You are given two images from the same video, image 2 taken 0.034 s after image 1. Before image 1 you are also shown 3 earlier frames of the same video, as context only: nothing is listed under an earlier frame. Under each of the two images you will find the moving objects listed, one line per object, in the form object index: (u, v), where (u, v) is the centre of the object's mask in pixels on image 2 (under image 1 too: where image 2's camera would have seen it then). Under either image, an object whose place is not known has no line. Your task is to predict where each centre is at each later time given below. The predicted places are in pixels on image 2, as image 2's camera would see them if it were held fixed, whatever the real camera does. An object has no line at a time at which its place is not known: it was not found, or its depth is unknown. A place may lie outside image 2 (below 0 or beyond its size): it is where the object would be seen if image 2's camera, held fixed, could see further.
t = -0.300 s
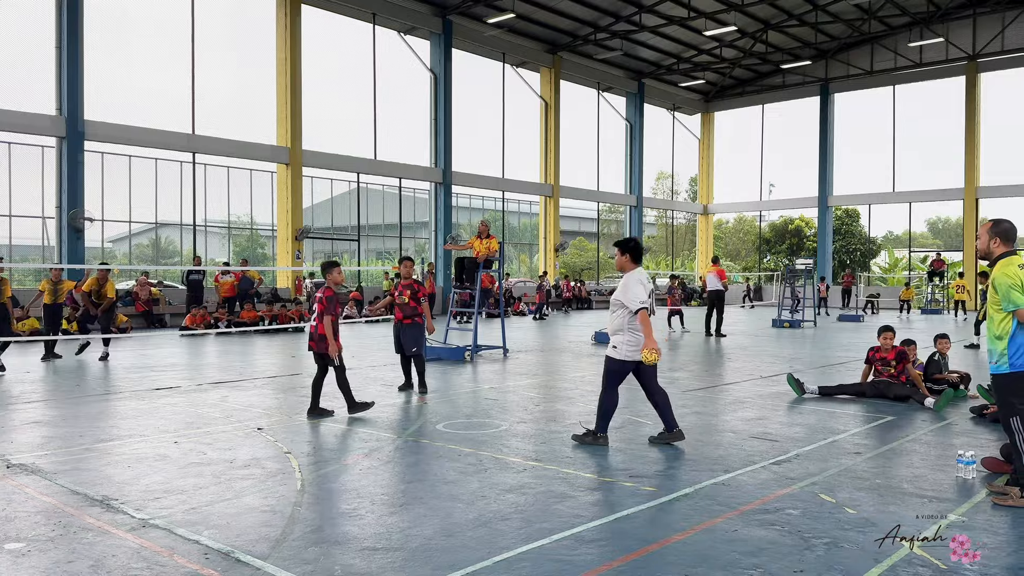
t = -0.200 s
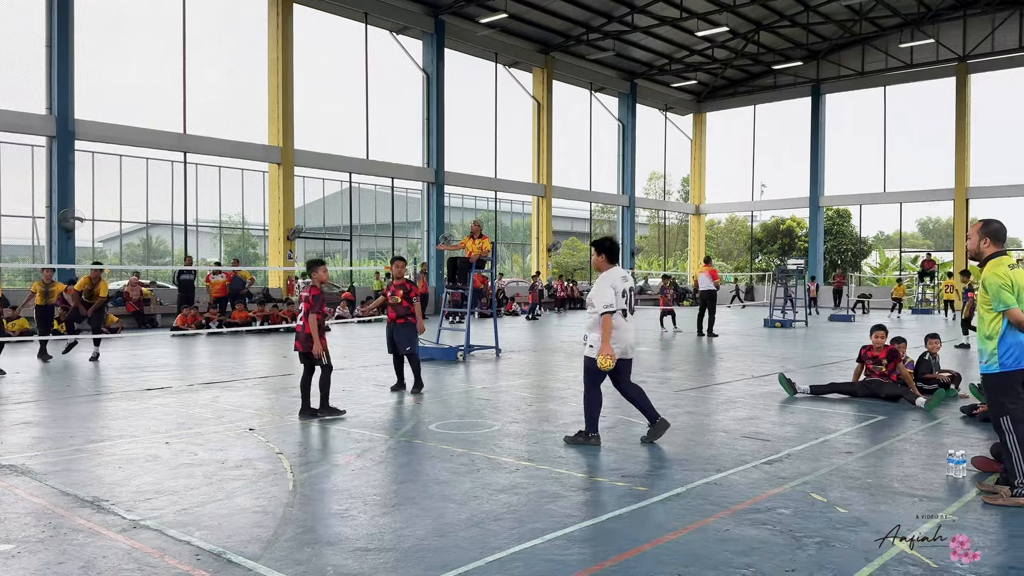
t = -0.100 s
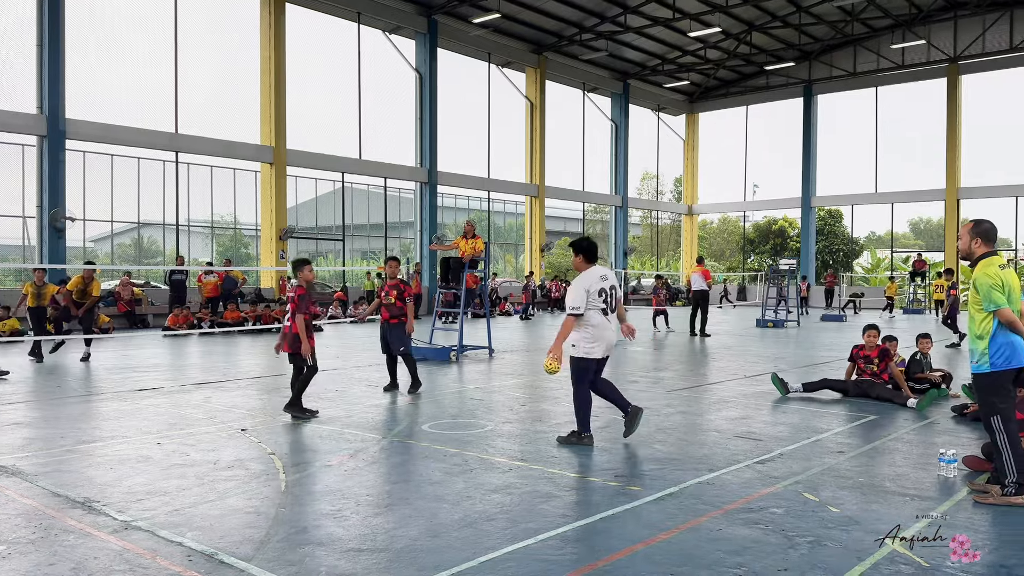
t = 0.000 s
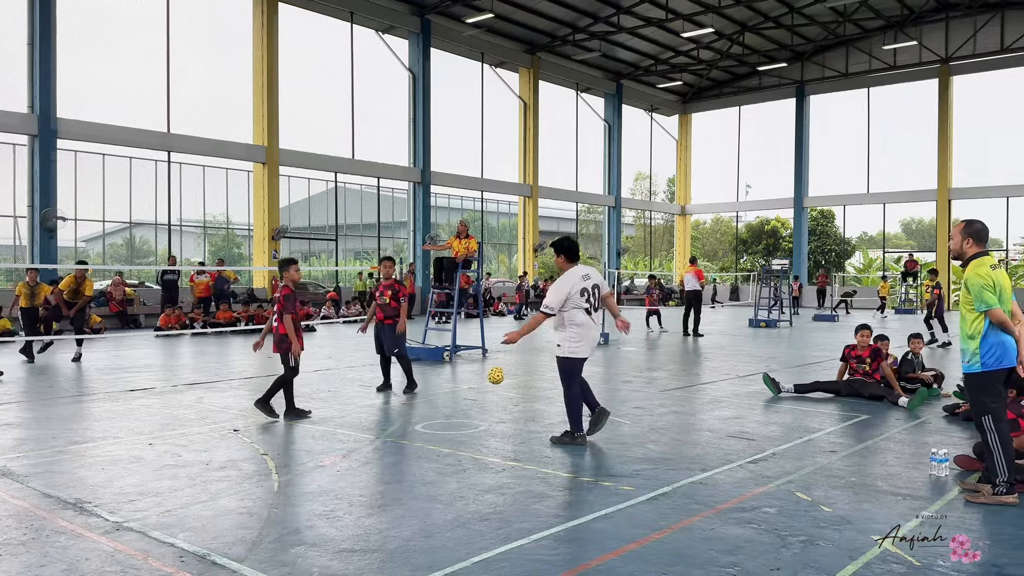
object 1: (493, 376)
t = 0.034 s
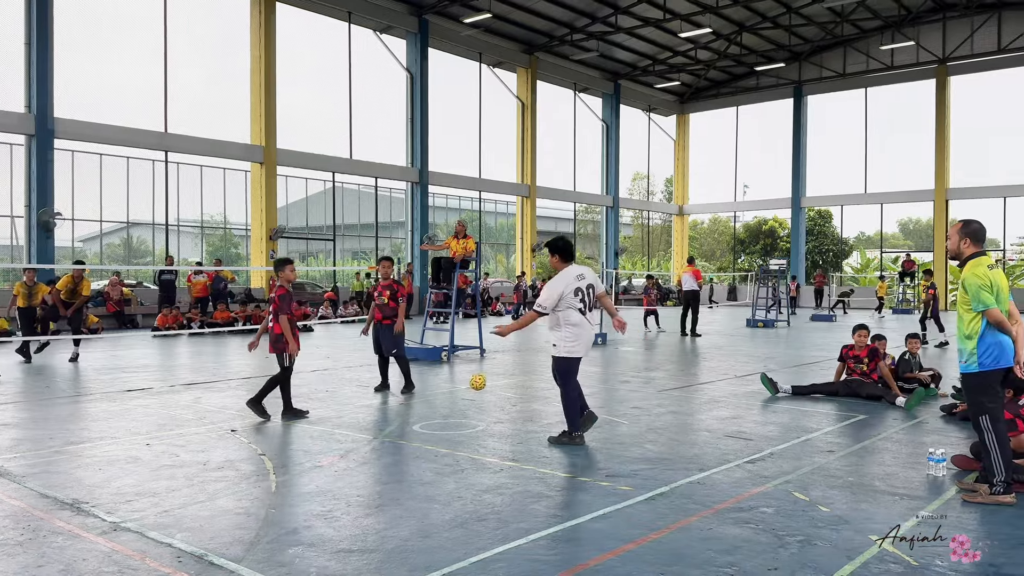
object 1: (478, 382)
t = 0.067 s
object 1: (462, 389)
